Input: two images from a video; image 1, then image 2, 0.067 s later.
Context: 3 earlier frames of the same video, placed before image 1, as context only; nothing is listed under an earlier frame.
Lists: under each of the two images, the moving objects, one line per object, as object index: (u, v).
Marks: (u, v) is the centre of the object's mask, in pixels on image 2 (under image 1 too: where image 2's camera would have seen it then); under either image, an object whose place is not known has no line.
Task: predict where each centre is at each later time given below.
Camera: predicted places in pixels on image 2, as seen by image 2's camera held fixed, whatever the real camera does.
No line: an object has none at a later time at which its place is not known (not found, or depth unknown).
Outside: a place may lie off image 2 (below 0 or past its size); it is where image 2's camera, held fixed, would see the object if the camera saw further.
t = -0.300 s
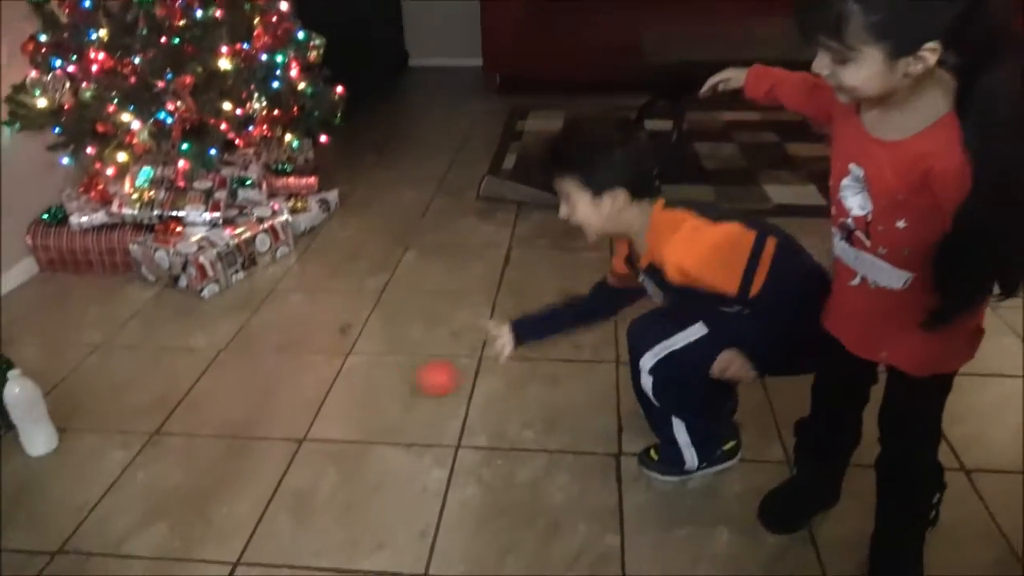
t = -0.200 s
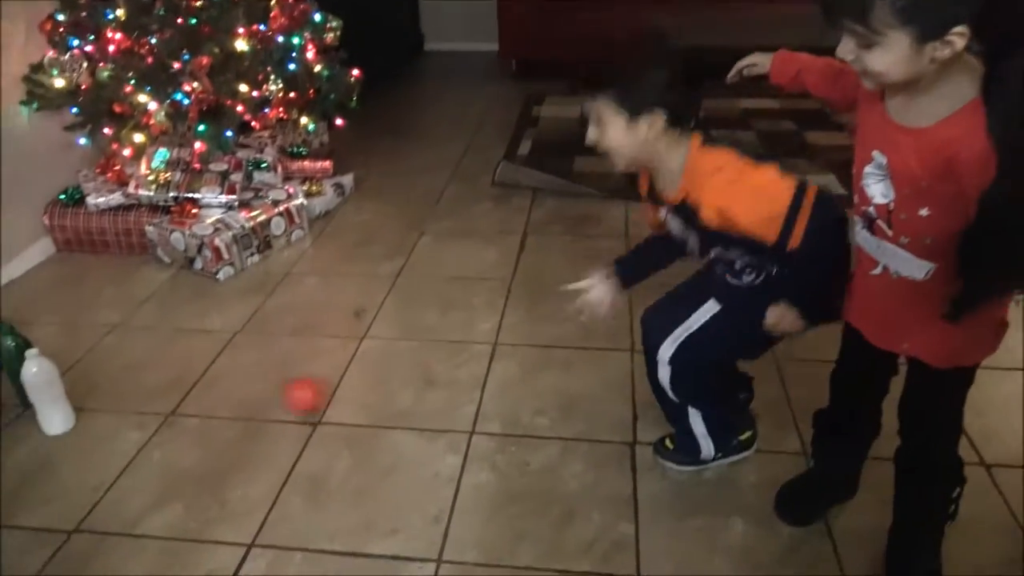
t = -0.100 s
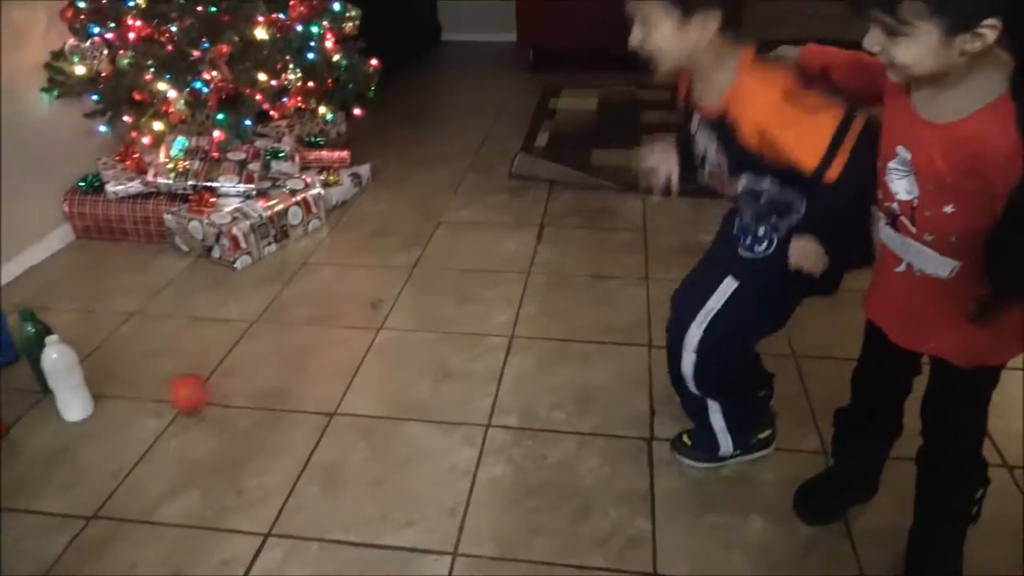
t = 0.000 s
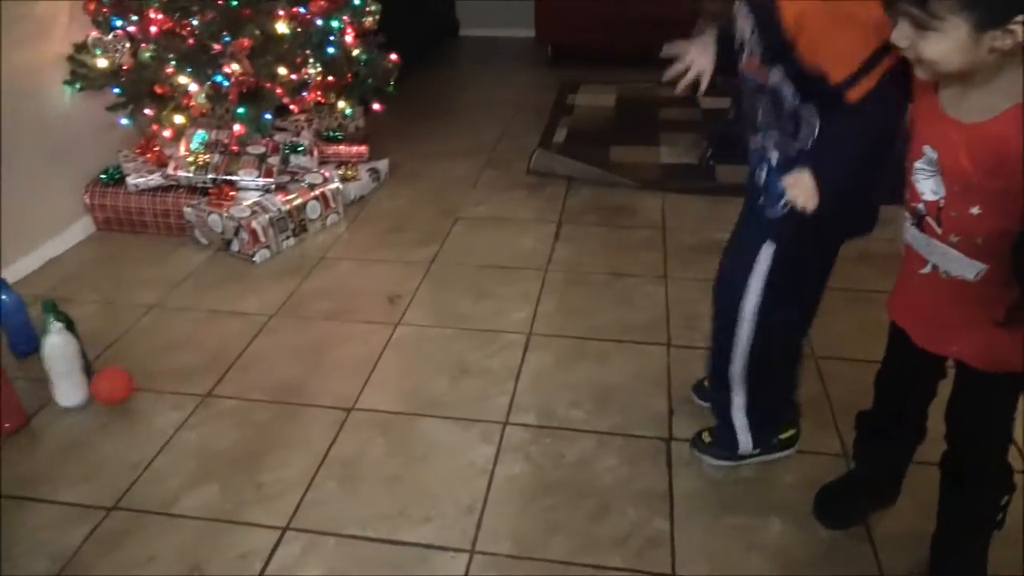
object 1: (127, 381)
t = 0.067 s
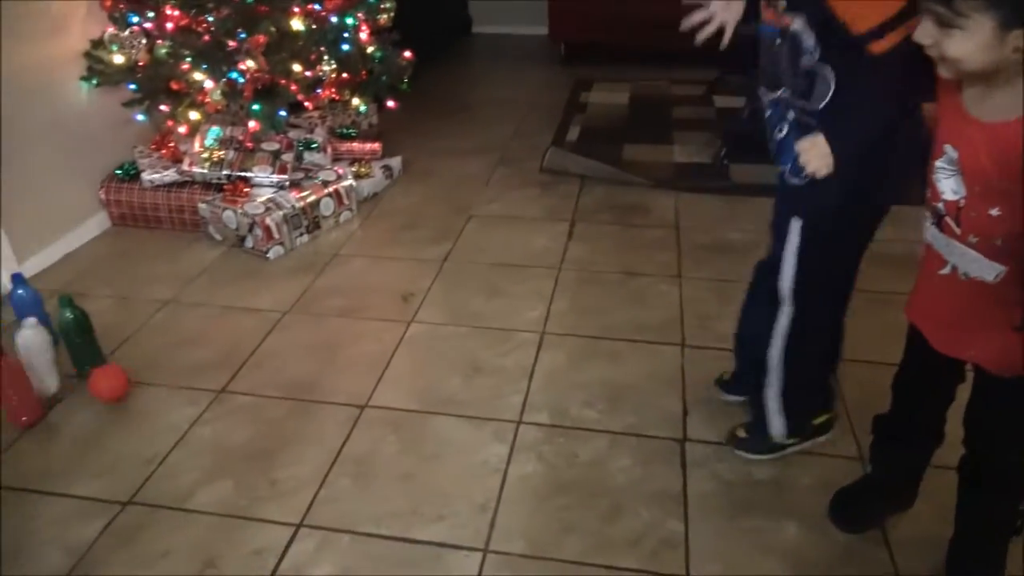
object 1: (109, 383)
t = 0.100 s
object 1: (101, 386)
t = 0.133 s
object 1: (92, 384)
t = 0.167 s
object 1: (85, 383)
